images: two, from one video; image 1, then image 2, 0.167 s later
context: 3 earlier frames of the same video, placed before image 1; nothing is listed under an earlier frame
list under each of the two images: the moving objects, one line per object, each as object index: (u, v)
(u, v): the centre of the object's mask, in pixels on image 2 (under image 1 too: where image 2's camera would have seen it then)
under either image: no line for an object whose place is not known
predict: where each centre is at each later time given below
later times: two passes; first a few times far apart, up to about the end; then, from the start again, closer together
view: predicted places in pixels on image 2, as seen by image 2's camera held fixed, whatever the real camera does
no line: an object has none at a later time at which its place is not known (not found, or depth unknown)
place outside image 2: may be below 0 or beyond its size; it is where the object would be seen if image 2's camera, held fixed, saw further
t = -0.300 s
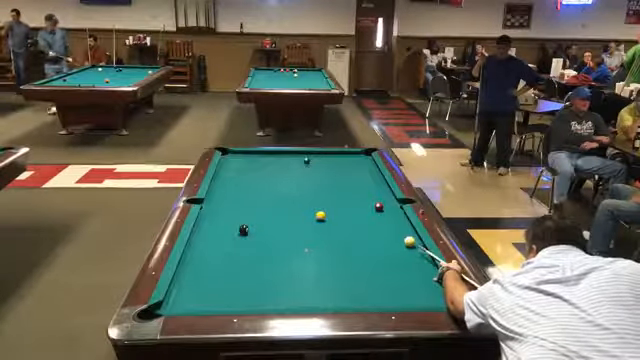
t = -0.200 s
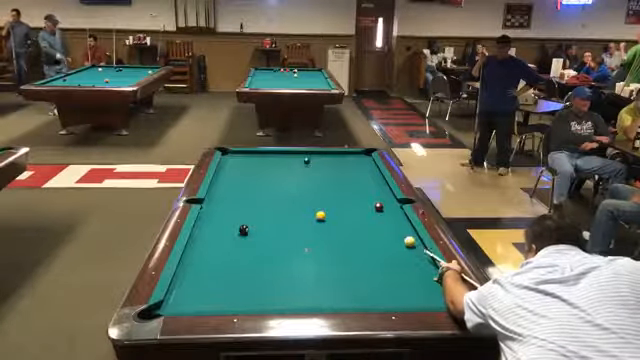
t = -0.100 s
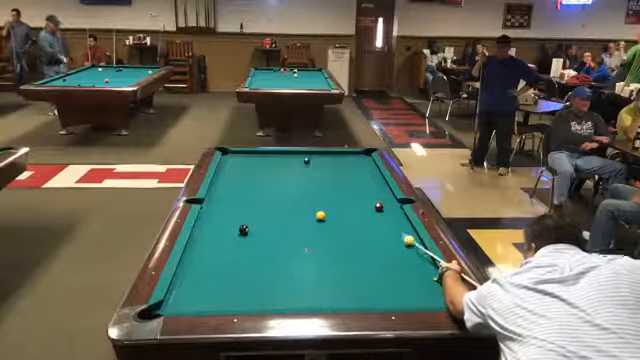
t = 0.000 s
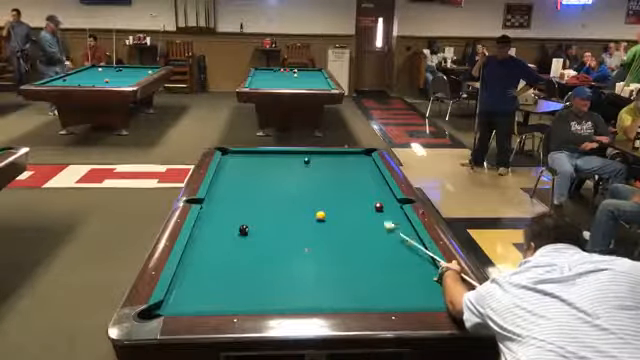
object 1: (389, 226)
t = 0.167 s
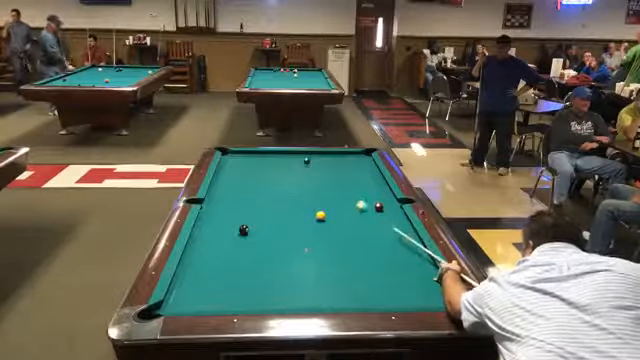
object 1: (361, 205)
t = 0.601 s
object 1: (309, 167)
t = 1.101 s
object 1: (263, 158)
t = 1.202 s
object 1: (256, 161)
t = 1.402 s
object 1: (238, 168)
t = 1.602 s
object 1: (220, 174)
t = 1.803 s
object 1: (222, 181)
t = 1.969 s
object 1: (227, 186)
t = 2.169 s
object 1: (237, 194)
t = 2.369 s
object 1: (245, 201)
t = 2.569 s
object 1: (253, 209)
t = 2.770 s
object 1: (262, 217)
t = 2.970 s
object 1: (271, 225)
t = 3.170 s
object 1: (280, 232)
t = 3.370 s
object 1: (290, 242)
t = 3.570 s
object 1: (300, 252)
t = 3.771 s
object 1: (311, 262)
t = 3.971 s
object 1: (322, 272)
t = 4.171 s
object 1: (334, 283)
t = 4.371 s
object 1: (346, 294)
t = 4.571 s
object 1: (358, 302)
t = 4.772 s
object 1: (365, 299)
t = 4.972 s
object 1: (370, 293)
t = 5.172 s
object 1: (375, 288)
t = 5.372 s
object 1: (380, 283)
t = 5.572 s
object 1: (384, 278)
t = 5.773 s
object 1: (387, 275)
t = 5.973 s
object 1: (392, 271)
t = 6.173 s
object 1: (394, 268)
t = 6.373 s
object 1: (397, 264)
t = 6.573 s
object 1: (400, 262)
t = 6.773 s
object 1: (401, 260)
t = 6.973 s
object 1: (403, 258)
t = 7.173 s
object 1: (405, 256)
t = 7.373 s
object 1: (406, 255)
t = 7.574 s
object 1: (407, 254)
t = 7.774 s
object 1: (408, 253)
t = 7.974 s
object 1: (409, 252)
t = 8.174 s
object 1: (409, 251)
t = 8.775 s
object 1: (410, 251)
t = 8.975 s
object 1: (410, 251)
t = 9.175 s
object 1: (410, 251)
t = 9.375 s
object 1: (410, 251)
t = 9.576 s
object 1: (410, 251)
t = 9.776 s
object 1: (410, 251)
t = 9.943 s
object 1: (410, 251)
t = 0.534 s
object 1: (316, 172)
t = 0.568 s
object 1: (312, 170)
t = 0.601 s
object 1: (309, 167)
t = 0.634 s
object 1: (307, 165)
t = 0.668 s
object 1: (303, 163)
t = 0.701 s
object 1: (300, 160)
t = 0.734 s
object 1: (295, 157)
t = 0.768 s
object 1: (292, 156)
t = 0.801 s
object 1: (288, 155)
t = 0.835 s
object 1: (284, 153)
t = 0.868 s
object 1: (282, 153)
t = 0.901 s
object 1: (279, 153)
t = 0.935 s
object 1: (276, 154)
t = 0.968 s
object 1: (276, 155)
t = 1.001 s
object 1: (272, 156)
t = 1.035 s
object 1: (268, 157)
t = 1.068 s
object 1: (267, 157)
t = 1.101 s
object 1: (263, 158)
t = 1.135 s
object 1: (260, 161)
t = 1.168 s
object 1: (259, 161)
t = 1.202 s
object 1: (256, 161)
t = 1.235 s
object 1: (252, 163)
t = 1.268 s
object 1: (249, 164)
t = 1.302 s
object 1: (247, 165)
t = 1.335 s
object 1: (244, 166)
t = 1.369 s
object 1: (241, 167)
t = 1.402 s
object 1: (238, 168)
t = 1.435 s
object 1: (235, 169)
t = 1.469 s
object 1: (232, 170)
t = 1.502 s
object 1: (229, 171)
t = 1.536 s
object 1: (227, 173)
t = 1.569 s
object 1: (225, 172)
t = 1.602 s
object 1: (220, 174)
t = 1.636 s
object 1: (218, 176)
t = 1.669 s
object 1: (218, 177)
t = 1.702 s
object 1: (218, 178)
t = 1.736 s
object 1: (219, 179)
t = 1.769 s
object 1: (220, 180)
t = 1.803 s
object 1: (222, 181)
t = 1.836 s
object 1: (222, 181)
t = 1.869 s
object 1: (224, 183)
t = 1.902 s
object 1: (227, 185)
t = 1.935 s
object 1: (227, 186)
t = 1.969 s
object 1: (227, 186)
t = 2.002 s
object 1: (231, 187)
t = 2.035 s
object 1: (231, 188)
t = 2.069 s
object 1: (231, 188)
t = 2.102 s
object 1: (234, 191)
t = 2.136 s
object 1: (236, 193)
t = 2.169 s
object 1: (237, 194)
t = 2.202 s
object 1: (238, 195)
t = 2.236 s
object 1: (238, 195)
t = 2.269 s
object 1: (240, 198)
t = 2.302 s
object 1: (242, 199)
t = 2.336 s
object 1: (244, 200)
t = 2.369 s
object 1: (245, 201)
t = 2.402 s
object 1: (246, 202)
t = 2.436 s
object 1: (247, 204)
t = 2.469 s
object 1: (248, 205)
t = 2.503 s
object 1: (250, 206)
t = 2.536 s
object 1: (251, 207)
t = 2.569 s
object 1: (253, 209)
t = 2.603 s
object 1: (254, 209)
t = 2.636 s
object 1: (255, 210)
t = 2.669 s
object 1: (259, 212)
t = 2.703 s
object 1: (260, 214)
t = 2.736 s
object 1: (260, 215)
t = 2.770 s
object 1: (262, 217)
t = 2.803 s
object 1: (263, 217)
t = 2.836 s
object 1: (265, 219)
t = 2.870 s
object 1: (266, 221)
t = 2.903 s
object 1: (268, 222)
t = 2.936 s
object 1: (269, 223)
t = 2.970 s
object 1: (271, 225)
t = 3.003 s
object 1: (272, 226)
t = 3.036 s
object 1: (274, 227)
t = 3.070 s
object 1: (276, 229)
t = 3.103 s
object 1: (277, 230)
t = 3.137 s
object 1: (278, 232)
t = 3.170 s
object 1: (280, 232)
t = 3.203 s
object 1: (282, 234)
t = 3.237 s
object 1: (283, 236)
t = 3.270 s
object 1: (285, 237)
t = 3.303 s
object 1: (287, 239)
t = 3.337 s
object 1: (288, 241)
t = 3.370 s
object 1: (290, 242)
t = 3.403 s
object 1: (292, 243)
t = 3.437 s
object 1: (294, 245)
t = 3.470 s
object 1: (295, 247)
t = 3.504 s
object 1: (297, 248)
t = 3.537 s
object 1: (299, 250)
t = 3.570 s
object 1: (300, 252)
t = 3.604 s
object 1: (302, 253)
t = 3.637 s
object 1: (304, 255)
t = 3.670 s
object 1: (306, 256)
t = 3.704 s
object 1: (307, 258)
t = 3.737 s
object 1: (309, 260)
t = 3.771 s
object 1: (311, 262)
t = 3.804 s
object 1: (313, 263)
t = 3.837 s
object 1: (314, 264)
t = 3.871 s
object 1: (316, 266)
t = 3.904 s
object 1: (319, 268)
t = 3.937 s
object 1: (321, 270)
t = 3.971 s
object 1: (322, 272)
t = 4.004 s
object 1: (325, 274)
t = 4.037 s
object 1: (326, 275)
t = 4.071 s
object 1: (329, 277)
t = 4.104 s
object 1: (331, 279)
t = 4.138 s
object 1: (333, 280)
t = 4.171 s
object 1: (334, 283)
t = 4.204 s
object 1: (336, 285)
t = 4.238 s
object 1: (338, 286)
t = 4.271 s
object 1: (340, 288)
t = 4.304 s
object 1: (342, 290)
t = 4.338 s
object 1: (344, 292)
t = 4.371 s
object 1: (346, 294)
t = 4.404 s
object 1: (349, 296)
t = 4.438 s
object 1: (350, 297)
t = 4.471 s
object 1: (352, 299)
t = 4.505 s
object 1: (354, 300)
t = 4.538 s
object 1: (357, 301)
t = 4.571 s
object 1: (358, 302)
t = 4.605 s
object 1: (360, 303)
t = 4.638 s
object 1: (361, 302)
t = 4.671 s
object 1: (362, 301)
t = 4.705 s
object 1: (363, 300)
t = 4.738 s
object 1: (364, 299)
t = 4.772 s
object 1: (365, 299)
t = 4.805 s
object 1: (366, 297)
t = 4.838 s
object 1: (367, 296)
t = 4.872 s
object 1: (368, 296)
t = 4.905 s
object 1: (369, 295)
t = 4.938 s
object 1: (370, 294)
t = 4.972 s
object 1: (370, 293)
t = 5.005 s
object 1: (371, 292)
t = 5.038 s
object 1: (373, 291)
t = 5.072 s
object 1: (373, 291)
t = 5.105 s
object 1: (374, 290)
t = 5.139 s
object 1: (375, 289)
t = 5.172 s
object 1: (375, 288)
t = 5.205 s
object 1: (376, 287)
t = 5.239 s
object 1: (377, 286)
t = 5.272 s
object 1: (378, 286)
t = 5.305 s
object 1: (379, 285)
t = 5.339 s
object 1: (379, 284)
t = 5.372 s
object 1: (380, 283)
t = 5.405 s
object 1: (380, 282)
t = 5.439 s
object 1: (380, 282)
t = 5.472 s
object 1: (382, 280)
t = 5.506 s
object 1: (383, 279)
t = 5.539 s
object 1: (383, 279)
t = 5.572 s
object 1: (384, 278)
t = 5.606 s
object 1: (384, 278)
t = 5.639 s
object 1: (385, 278)
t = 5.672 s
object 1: (385, 277)
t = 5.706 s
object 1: (386, 276)
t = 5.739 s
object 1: (387, 275)
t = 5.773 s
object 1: (387, 275)
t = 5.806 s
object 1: (387, 275)
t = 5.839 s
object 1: (389, 273)
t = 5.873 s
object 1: (389, 273)
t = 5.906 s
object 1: (390, 272)
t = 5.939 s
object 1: (391, 271)
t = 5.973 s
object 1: (392, 271)
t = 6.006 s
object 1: (392, 270)
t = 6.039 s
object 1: (392, 270)
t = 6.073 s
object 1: (393, 269)
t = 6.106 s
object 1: (393, 269)
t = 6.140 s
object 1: (393, 269)
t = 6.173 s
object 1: (394, 268)
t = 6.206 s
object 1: (394, 268)
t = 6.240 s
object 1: (395, 267)
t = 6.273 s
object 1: (395, 266)
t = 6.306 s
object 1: (396, 266)
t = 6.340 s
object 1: (396, 265)
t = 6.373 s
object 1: (397, 264)
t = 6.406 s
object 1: (398, 264)
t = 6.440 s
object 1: (398, 264)
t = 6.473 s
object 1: (398, 263)
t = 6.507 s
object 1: (399, 262)
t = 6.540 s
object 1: (399, 262)
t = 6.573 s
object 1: (400, 262)
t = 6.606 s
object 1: (400, 262)
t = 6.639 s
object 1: (400, 261)
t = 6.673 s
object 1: (400, 261)
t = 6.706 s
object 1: (401, 261)
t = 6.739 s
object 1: (401, 261)
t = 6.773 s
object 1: (401, 260)
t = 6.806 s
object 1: (402, 259)
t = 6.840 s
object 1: (402, 259)
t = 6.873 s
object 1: (402, 259)
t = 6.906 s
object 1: (403, 258)
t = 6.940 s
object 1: (403, 258)
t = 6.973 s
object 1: (403, 258)
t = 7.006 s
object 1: (403, 258)
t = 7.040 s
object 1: (404, 257)
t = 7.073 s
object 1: (404, 257)
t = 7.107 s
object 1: (404, 256)
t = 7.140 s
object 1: (405, 256)
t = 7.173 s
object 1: (405, 256)
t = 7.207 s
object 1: (405, 256)
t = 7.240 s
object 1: (405, 256)
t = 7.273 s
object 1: (405, 256)
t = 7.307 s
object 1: (406, 255)
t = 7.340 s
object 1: (406, 255)
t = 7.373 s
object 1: (406, 255)
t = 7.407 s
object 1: (406, 255)
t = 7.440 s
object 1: (407, 254)
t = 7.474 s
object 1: (407, 254)
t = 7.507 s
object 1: (407, 254)
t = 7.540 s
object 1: (407, 254)
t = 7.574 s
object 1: (407, 254)
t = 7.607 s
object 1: (407, 254)
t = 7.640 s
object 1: (407, 254)
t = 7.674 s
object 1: (407, 254)
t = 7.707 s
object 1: (408, 253)
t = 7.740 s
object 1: (408, 253)
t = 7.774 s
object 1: (408, 253)
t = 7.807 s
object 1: (408, 253)
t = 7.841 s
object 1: (408, 253)
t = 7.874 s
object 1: (409, 252)
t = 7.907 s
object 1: (409, 252)
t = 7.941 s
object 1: (409, 252)
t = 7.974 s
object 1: (409, 252)
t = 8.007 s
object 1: (409, 252)
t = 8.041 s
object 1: (409, 251)
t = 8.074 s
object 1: (410, 252)
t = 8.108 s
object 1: (410, 252)
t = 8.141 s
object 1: (409, 251)
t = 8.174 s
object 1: (409, 251)
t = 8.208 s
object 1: (409, 251)
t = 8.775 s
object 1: (410, 251)
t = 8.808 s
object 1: (410, 251)
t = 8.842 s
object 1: (410, 251)
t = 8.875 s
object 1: (410, 251)
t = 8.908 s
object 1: (410, 251)
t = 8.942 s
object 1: (410, 251)
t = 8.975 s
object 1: (410, 251)
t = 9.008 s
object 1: (410, 251)
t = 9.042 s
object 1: (410, 251)
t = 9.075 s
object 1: (410, 251)
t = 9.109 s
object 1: (410, 251)
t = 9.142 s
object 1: (410, 251)
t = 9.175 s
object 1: (410, 251)
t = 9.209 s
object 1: (410, 251)
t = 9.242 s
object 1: (410, 251)
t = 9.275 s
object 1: (410, 251)
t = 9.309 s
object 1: (410, 251)
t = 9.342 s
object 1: (410, 251)
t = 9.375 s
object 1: (410, 251)
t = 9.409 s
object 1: (410, 251)
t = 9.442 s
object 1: (410, 251)
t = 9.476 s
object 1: (410, 251)
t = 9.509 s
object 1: (410, 251)
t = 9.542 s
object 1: (410, 251)
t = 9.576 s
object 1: (410, 251)
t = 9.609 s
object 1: (410, 251)
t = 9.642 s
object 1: (410, 251)
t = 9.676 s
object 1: (410, 251)
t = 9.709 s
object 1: (410, 251)
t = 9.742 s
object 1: (410, 251)
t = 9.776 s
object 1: (410, 251)
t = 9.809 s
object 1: (410, 251)
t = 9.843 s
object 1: (410, 251)
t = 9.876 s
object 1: (410, 251)
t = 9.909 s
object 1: (410, 251)
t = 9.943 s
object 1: (410, 251)
